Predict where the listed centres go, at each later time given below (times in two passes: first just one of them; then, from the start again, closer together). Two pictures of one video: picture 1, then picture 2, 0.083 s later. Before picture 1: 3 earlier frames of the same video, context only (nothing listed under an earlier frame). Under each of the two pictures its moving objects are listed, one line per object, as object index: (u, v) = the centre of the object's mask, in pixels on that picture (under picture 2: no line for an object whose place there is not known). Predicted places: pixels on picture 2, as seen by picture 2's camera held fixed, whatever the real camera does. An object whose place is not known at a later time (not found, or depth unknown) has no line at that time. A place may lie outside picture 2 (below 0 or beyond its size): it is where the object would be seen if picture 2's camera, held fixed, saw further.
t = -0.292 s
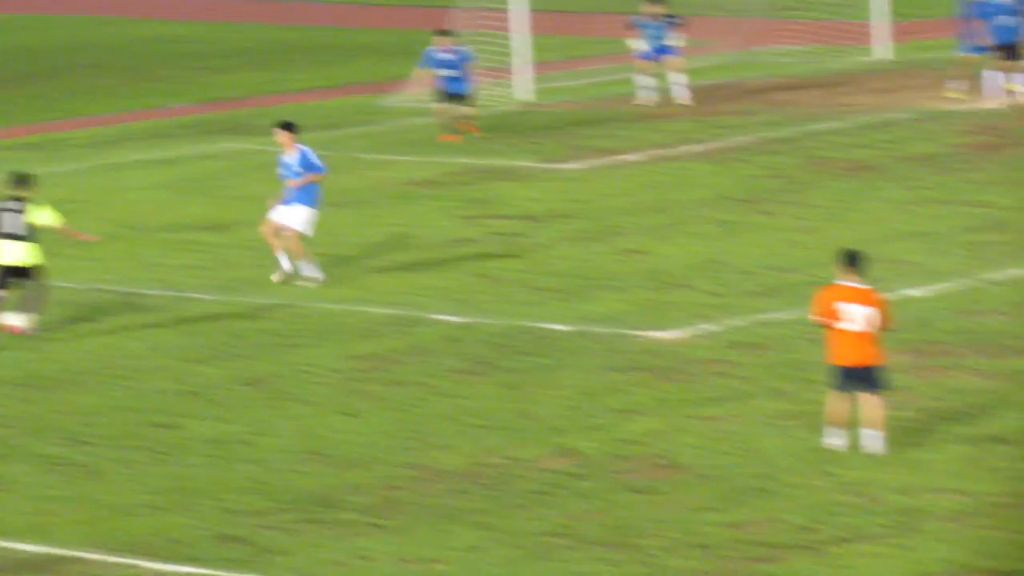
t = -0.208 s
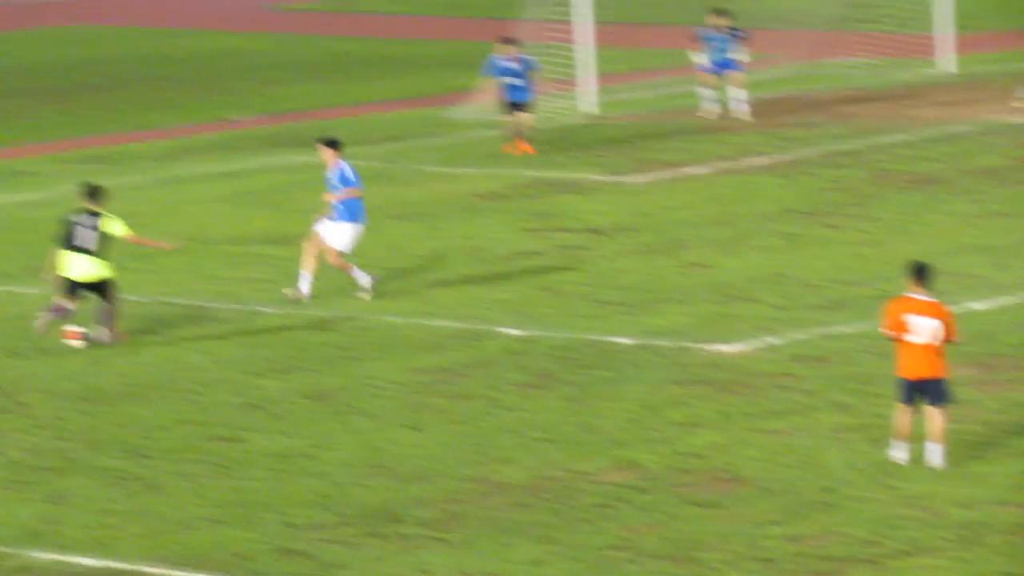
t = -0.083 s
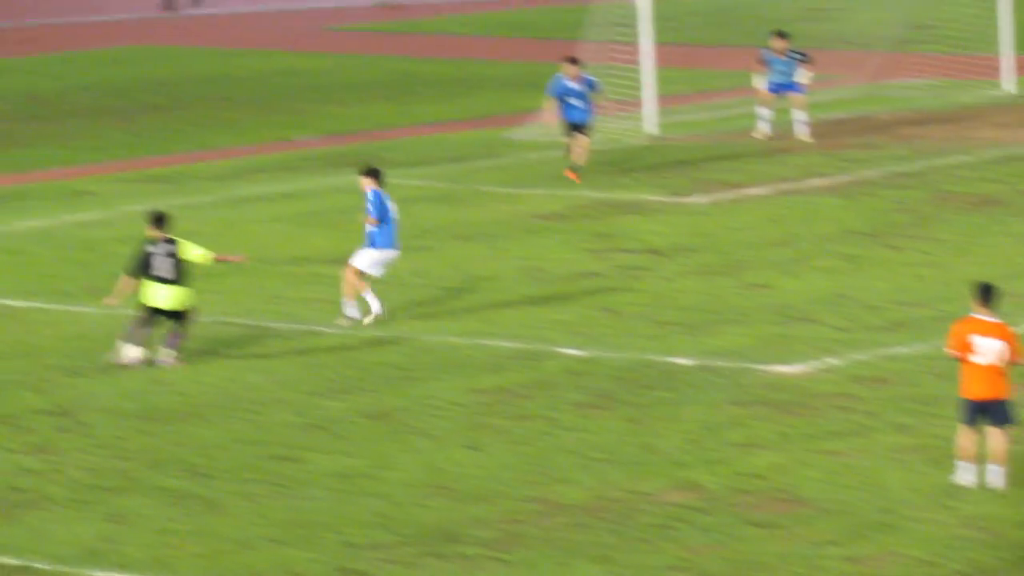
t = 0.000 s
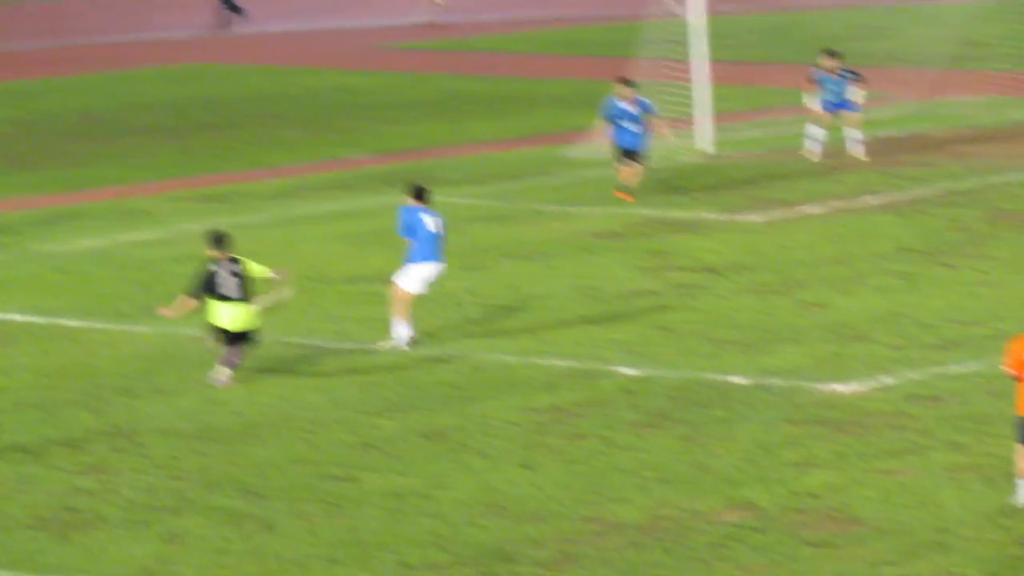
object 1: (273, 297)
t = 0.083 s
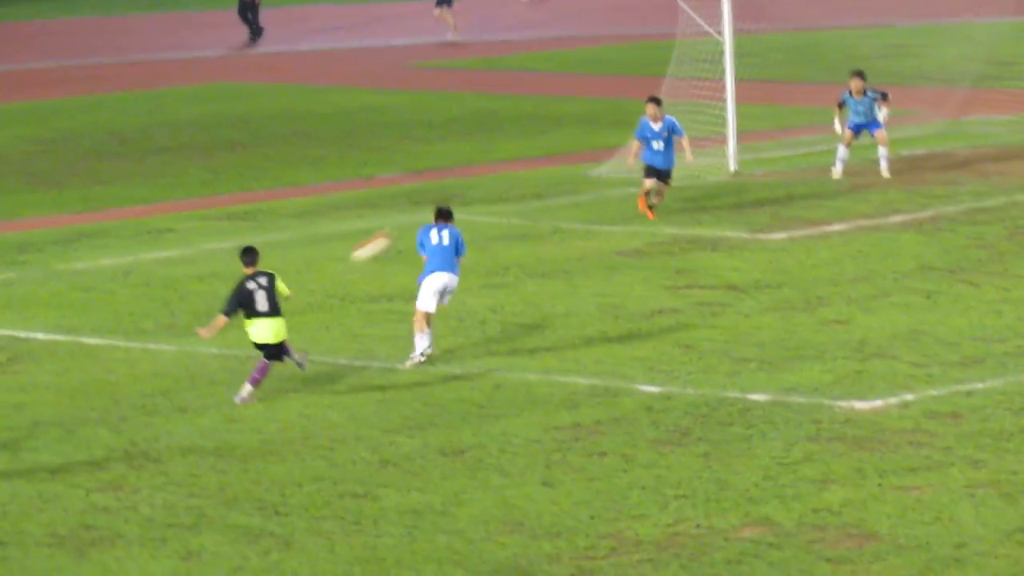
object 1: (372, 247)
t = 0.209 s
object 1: (496, 152)
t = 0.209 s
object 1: (496, 152)
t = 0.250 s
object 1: (541, 124)
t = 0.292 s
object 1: (582, 99)
